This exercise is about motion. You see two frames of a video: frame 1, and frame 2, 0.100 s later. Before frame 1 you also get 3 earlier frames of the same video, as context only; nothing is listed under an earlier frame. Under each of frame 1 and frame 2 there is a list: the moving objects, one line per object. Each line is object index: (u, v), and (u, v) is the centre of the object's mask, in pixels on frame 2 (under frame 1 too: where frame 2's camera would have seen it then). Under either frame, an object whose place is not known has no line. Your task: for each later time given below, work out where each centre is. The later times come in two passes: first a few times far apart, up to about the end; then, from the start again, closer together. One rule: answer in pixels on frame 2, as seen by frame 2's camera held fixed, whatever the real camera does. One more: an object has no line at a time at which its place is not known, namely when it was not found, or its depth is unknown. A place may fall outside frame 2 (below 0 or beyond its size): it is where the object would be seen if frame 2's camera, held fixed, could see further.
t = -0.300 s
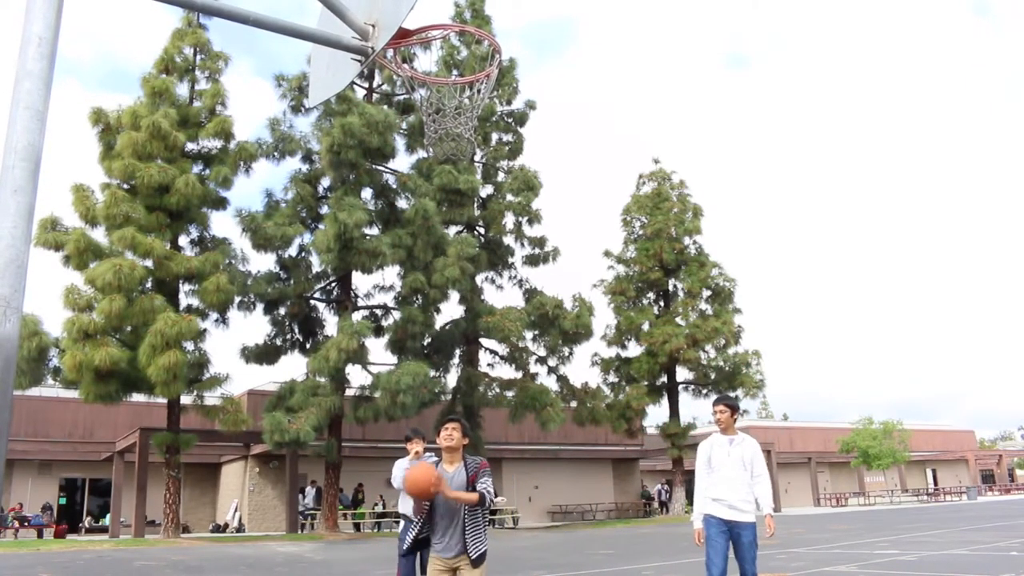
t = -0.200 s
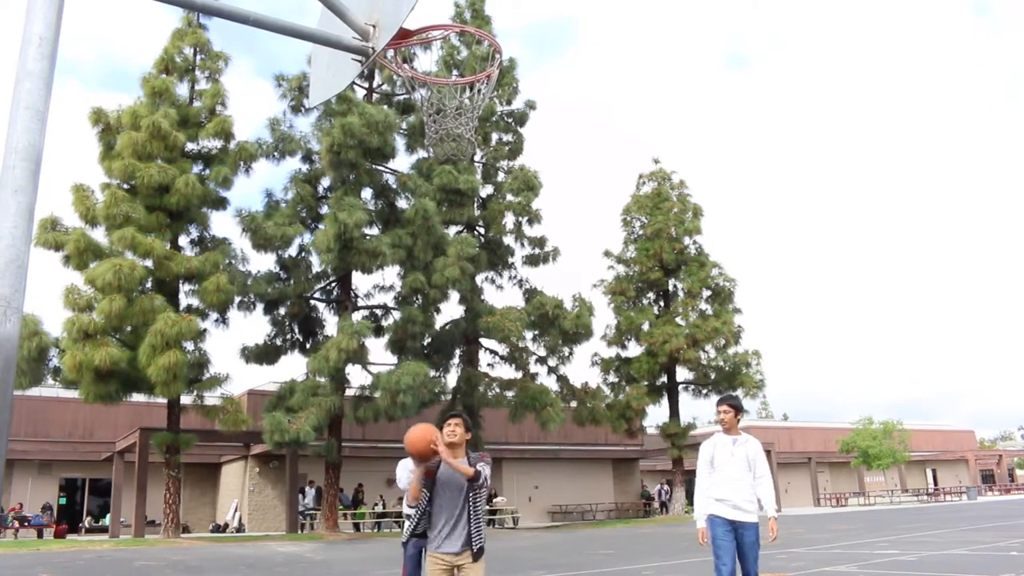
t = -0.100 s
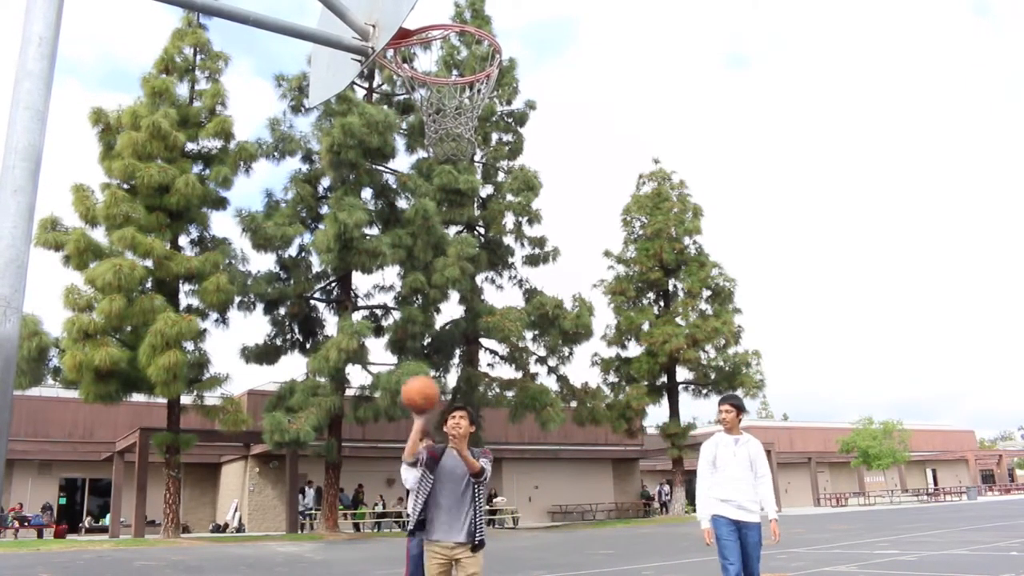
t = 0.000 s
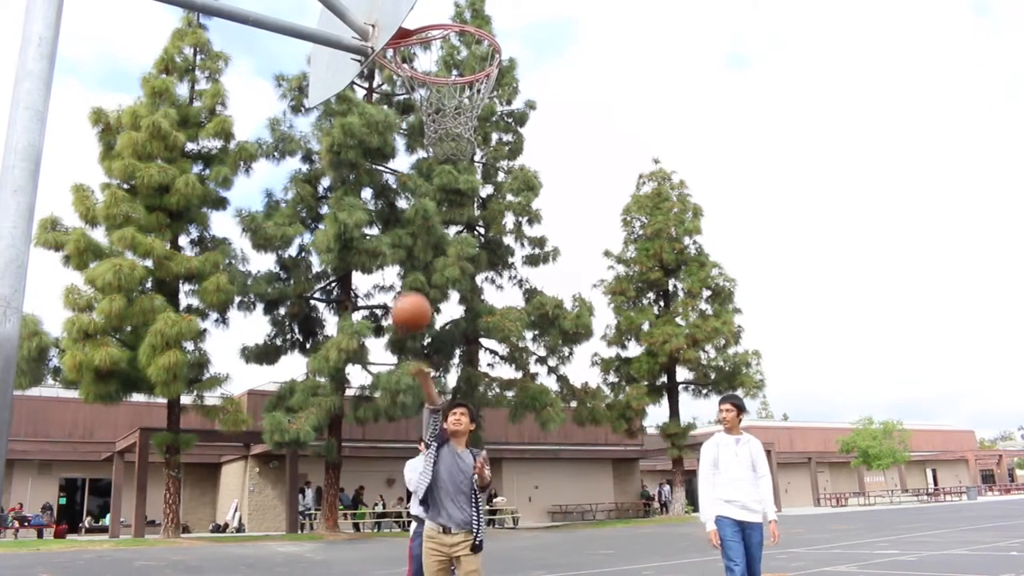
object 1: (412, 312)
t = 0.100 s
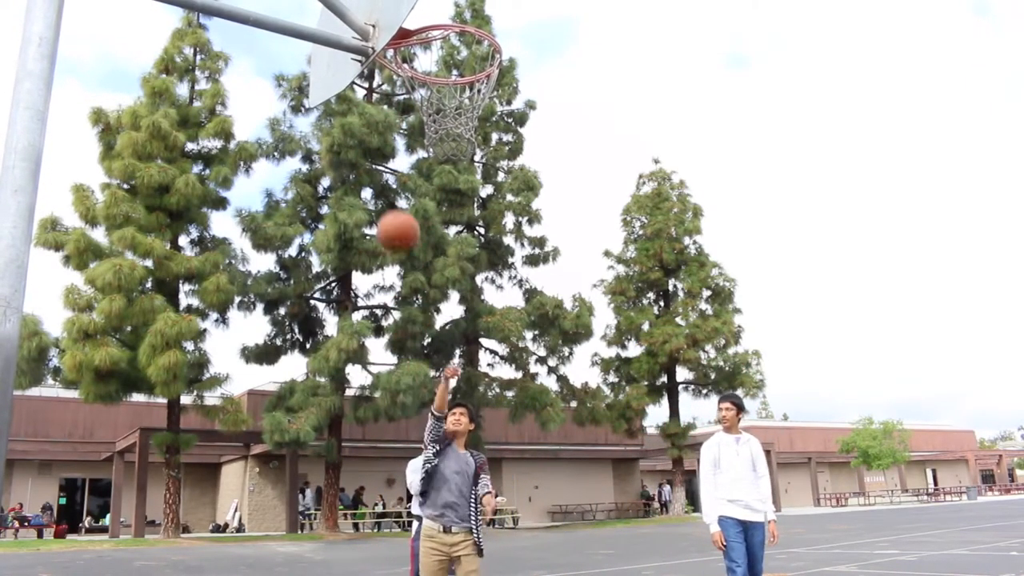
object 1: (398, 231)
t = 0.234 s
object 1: (379, 135)
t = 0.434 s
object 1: (365, 85)
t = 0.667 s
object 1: (323, 182)
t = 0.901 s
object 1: (302, 365)
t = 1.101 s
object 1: (284, 570)
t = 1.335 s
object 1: (279, 553)
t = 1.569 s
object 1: (280, 444)
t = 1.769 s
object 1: (280, 424)
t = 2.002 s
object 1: (278, 469)
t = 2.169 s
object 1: (277, 548)
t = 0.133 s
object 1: (393, 207)
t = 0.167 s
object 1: (388, 181)
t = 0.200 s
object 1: (383, 157)
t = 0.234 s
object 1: (379, 135)
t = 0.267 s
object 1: (374, 112)
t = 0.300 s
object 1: (369, 92)
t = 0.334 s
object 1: (369, 79)
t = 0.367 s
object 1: (379, 73)
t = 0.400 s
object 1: (375, 76)
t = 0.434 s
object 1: (365, 85)
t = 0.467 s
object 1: (353, 96)
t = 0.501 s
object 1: (343, 106)
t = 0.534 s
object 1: (338, 116)
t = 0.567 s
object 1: (334, 128)
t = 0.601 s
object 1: (330, 144)
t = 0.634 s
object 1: (327, 162)
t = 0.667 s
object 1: (323, 182)
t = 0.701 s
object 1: (320, 202)
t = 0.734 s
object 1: (317, 225)
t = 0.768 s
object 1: (314, 250)
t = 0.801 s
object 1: (311, 277)
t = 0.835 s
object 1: (308, 304)
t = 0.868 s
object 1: (304, 332)
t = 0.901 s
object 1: (302, 365)
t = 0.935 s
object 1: (299, 398)
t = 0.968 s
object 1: (295, 430)
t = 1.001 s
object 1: (293, 466)
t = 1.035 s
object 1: (290, 504)
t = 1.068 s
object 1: (287, 544)
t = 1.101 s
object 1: (284, 570)
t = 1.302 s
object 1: (278, 567)
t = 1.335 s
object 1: (279, 553)
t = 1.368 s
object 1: (279, 531)
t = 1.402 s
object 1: (280, 512)
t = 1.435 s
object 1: (280, 494)
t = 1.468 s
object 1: (280, 479)
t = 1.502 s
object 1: (280, 465)
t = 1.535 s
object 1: (280, 454)
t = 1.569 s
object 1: (280, 444)
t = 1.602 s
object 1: (280, 437)
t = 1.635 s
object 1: (280, 431)
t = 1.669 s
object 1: (279, 427)
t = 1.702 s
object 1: (280, 425)
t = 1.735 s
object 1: (280, 424)
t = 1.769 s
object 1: (280, 424)
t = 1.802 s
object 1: (280, 425)
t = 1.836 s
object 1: (280, 428)
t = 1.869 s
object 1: (279, 434)
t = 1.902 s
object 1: (279, 441)
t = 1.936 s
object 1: (279, 449)
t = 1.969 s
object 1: (279, 457)
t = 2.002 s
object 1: (278, 469)
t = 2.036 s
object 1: (278, 482)
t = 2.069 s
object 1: (278, 496)
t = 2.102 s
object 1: (278, 511)
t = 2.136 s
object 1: (278, 529)
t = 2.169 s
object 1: (277, 548)
